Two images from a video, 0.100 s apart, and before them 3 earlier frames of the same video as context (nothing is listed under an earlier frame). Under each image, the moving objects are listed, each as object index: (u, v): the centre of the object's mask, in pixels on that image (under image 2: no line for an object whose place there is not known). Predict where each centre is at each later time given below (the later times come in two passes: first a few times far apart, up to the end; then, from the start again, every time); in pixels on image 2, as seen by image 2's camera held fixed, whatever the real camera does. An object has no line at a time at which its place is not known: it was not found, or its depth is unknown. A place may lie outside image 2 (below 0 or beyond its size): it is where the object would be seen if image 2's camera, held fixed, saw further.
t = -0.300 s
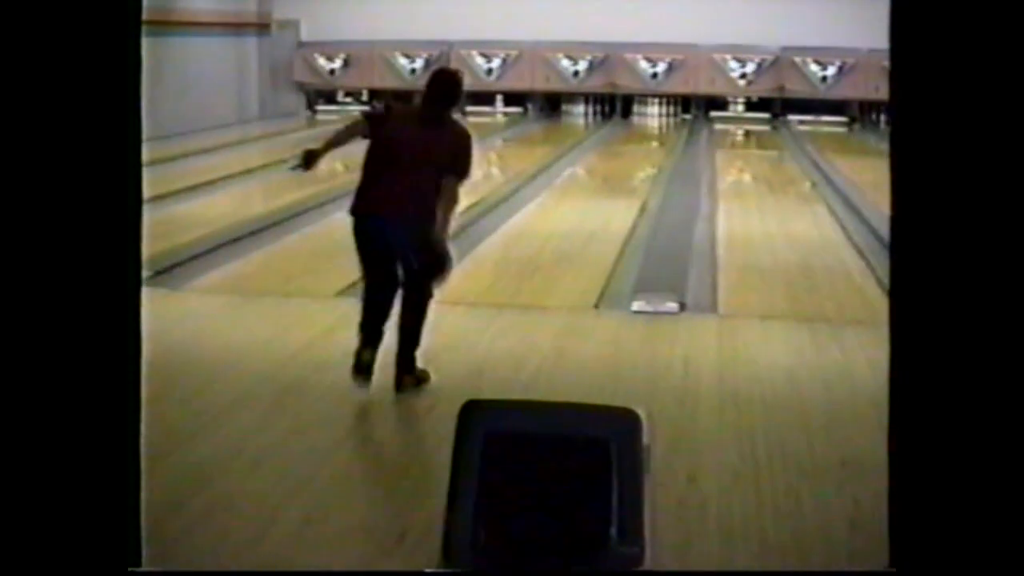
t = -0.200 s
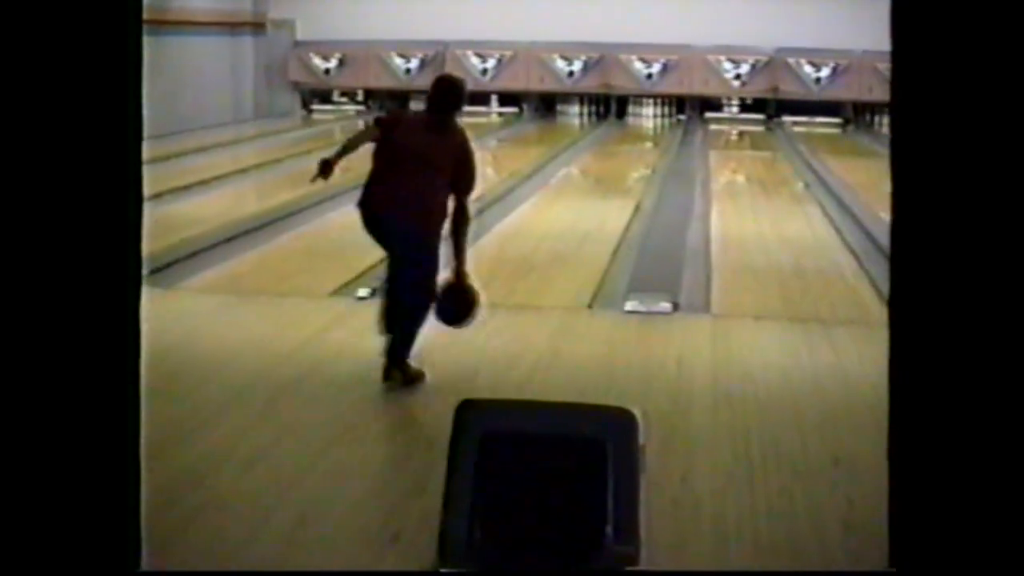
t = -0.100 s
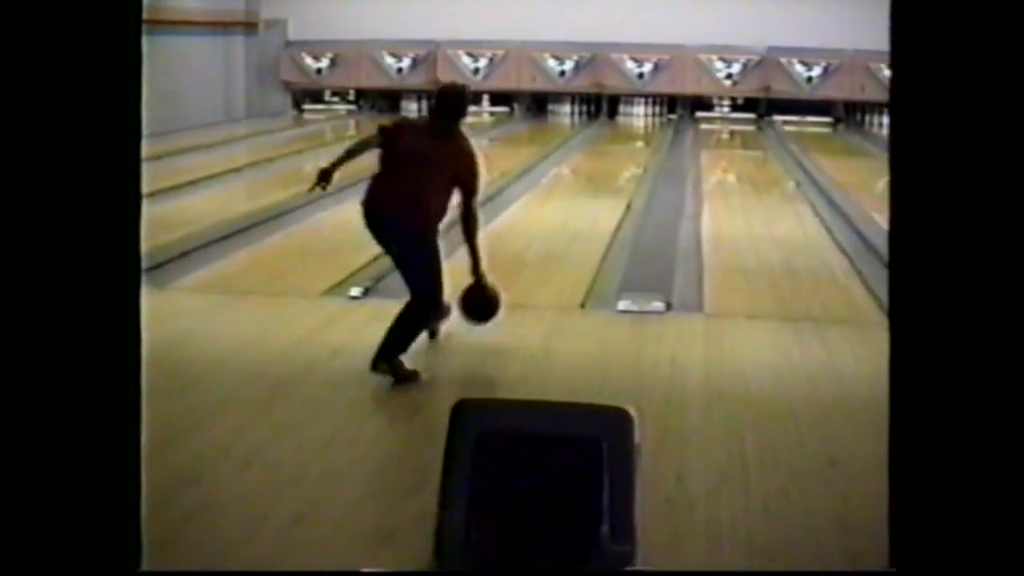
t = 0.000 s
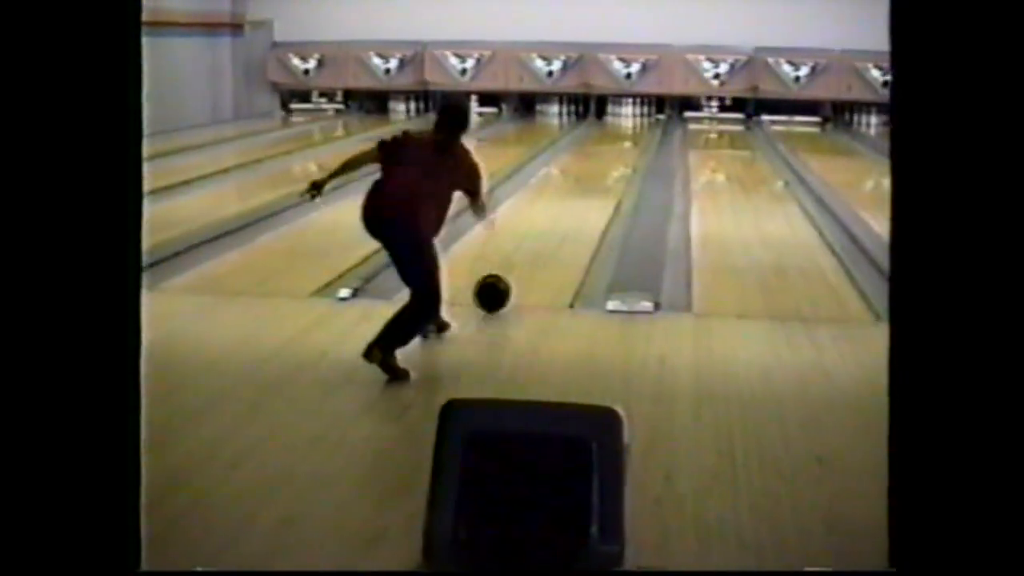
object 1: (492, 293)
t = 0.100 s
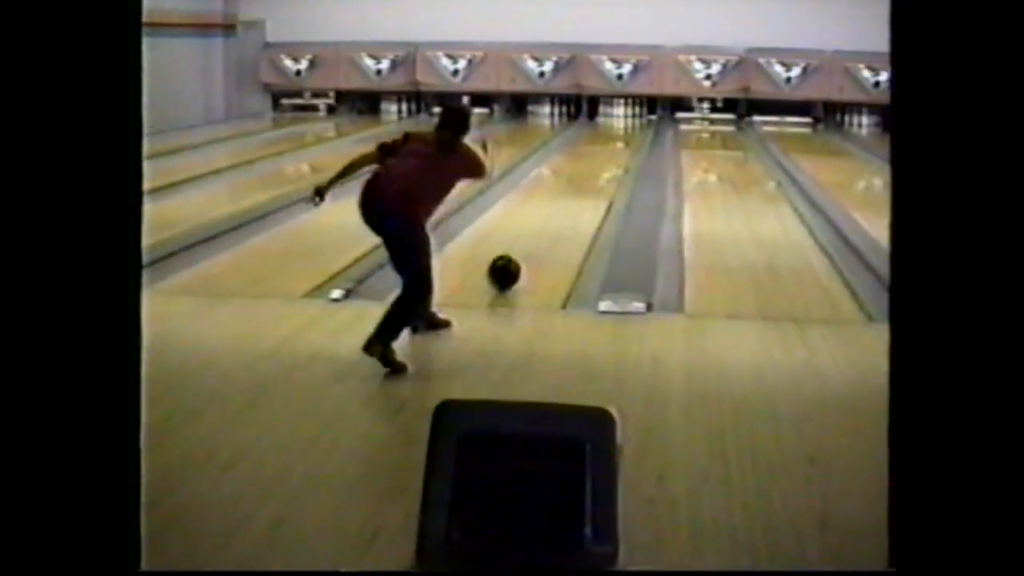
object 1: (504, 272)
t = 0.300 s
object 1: (532, 238)
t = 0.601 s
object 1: (561, 202)
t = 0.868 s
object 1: (580, 180)
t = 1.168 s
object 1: (593, 163)
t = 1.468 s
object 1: (603, 150)
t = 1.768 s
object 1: (611, 139)
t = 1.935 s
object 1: (616, 134)
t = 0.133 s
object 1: (509, 266)
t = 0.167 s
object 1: (514, 260)
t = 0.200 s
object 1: (519, 254)
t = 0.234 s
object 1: (524, 248)
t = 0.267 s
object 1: (528, 243)
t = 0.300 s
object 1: (532, 238)
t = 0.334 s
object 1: (536, 233)
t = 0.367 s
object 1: (540, 228)
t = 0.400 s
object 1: (543, 224)
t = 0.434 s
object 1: (546, 220)
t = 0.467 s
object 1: (550, 216)
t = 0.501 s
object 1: (552, 212)
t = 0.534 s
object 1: (556, 209)
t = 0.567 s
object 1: (559, 205)
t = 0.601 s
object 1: (561, 202)
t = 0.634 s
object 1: (563, 199)
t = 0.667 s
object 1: (566, 196)
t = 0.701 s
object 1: (569, 193)
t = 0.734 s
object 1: (572, 190)
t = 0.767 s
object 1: (575, 188)
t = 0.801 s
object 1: (575, 185)
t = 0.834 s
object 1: (577, 183)
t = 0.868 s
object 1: (580, 180)
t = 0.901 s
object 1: (580, 178)
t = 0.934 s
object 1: (583, 176)
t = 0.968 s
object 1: (584, 174)
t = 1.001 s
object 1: (587, 172)
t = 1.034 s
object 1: (588, 170)
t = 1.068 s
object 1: (589, 168)
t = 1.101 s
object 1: (591, 167)
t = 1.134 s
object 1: (592, 165)
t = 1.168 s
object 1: (593, 163)
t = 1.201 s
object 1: (594, 161)
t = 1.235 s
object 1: (596, 160)
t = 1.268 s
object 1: (597, 158)
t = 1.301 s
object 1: (597, 156)
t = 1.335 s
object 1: (599, 155)
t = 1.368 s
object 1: (601, 153)
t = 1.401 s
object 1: (601, 152)
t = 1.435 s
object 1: (602, 151)
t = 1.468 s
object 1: (603, 150)
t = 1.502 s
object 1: (605, 148)
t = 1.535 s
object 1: (606, 147)
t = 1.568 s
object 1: (606, 146)
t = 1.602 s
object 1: (607, 144)
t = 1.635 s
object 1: (608, 143)
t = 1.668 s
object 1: (609, 142)
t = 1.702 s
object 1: (610, 141)
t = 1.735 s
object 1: (611, 140)
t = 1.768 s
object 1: (611, 139)
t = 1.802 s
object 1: (612, 138)
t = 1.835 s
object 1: (613, 137)
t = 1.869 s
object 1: (613, 136)
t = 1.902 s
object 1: (615, 135)
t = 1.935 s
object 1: (616, 134)
